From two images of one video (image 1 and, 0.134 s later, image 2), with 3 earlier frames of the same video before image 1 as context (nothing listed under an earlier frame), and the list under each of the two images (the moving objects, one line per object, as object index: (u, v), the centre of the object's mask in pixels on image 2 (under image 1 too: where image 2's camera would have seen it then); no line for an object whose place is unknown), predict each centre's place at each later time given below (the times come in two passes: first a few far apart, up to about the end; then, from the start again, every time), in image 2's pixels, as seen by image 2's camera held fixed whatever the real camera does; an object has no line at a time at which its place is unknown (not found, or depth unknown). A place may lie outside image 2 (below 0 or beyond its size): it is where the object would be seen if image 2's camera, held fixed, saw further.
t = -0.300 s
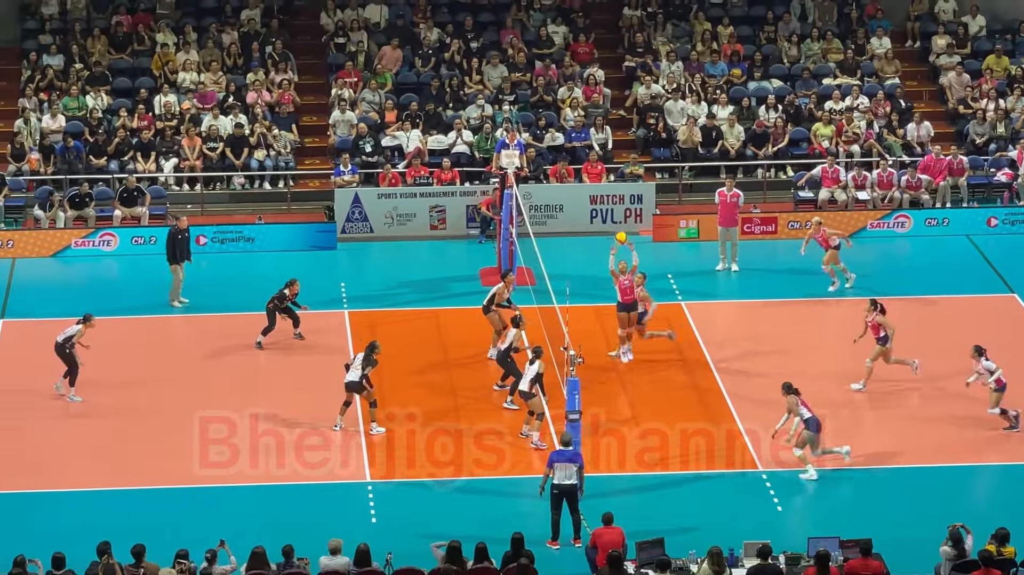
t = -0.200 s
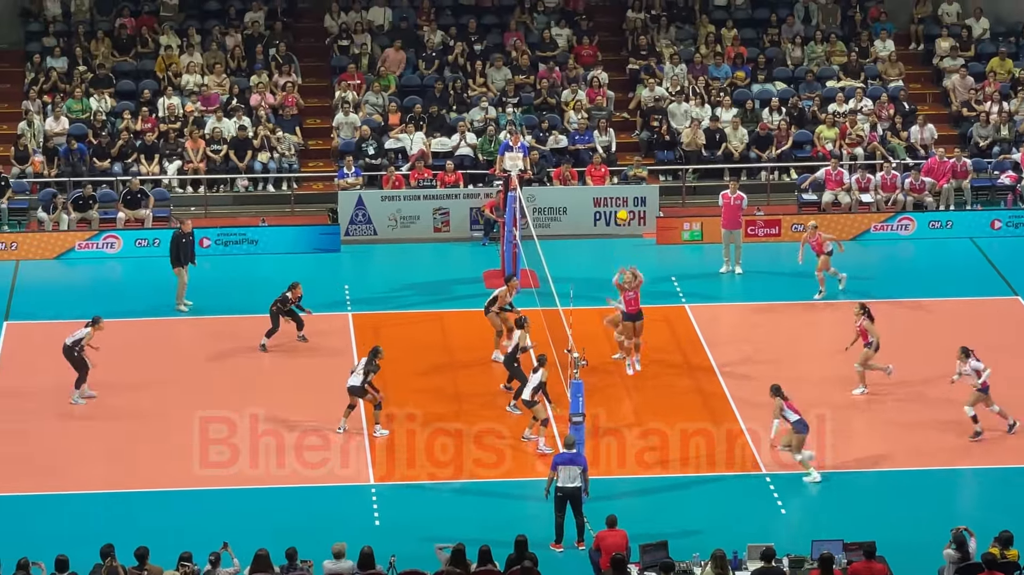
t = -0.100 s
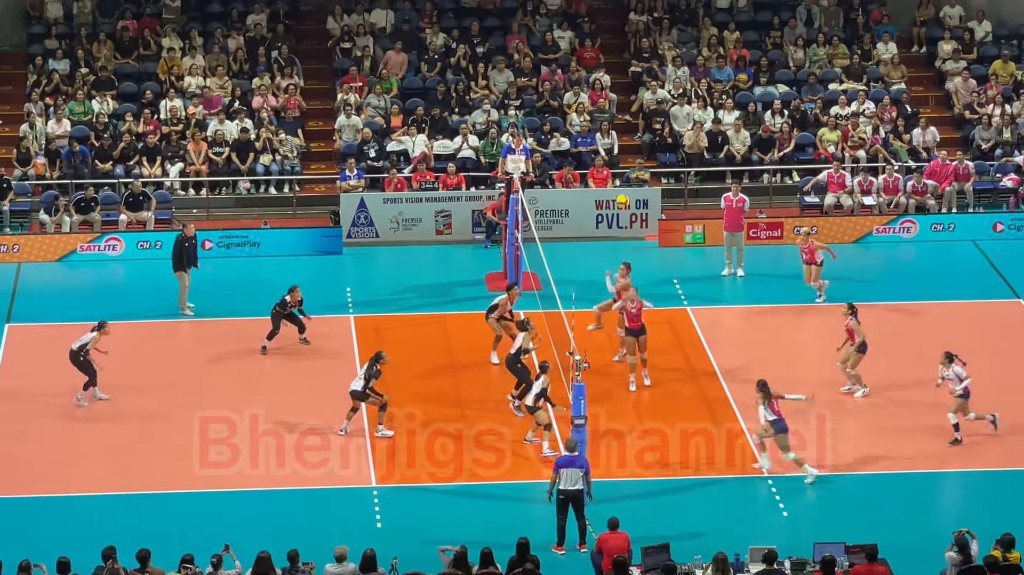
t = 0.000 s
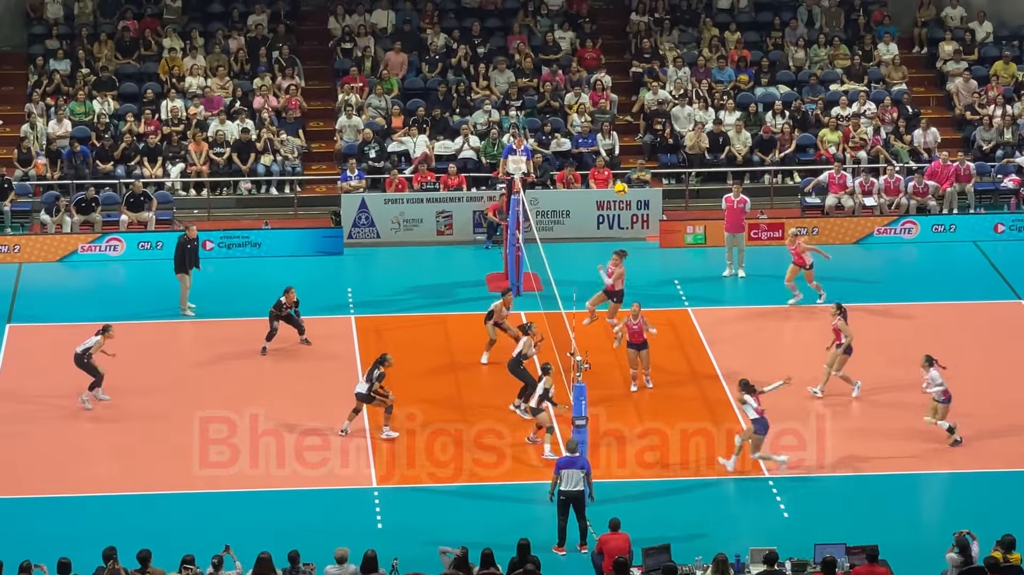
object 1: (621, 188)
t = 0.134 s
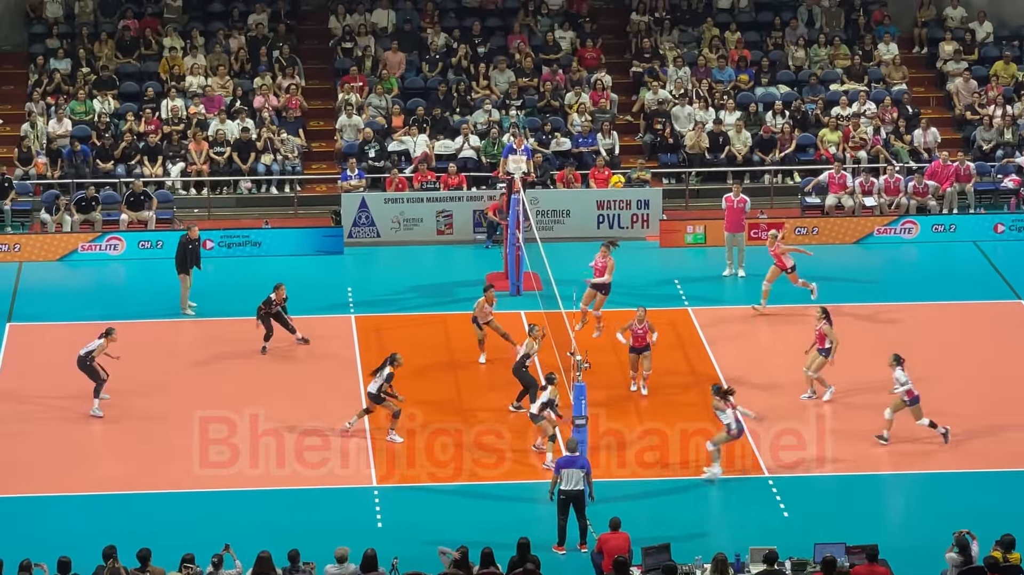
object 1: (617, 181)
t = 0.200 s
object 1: (616, 180)
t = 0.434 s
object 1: (609, 202)
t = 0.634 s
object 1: (602, 247)
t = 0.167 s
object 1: (617, 180)
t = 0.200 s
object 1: (616, 180)
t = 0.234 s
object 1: (615, 181)
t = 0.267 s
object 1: (614, 183)
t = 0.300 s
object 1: (613, 185)
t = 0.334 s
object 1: (613, 188)
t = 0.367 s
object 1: (611, 193)
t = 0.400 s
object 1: (609, 197)
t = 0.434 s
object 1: (609, 202)
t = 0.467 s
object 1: (608, 208)
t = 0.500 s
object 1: (606, 215)
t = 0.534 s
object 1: (605, 222)
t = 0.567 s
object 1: (604, 230)
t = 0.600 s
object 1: (603, 238)
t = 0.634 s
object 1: (602, 247)
